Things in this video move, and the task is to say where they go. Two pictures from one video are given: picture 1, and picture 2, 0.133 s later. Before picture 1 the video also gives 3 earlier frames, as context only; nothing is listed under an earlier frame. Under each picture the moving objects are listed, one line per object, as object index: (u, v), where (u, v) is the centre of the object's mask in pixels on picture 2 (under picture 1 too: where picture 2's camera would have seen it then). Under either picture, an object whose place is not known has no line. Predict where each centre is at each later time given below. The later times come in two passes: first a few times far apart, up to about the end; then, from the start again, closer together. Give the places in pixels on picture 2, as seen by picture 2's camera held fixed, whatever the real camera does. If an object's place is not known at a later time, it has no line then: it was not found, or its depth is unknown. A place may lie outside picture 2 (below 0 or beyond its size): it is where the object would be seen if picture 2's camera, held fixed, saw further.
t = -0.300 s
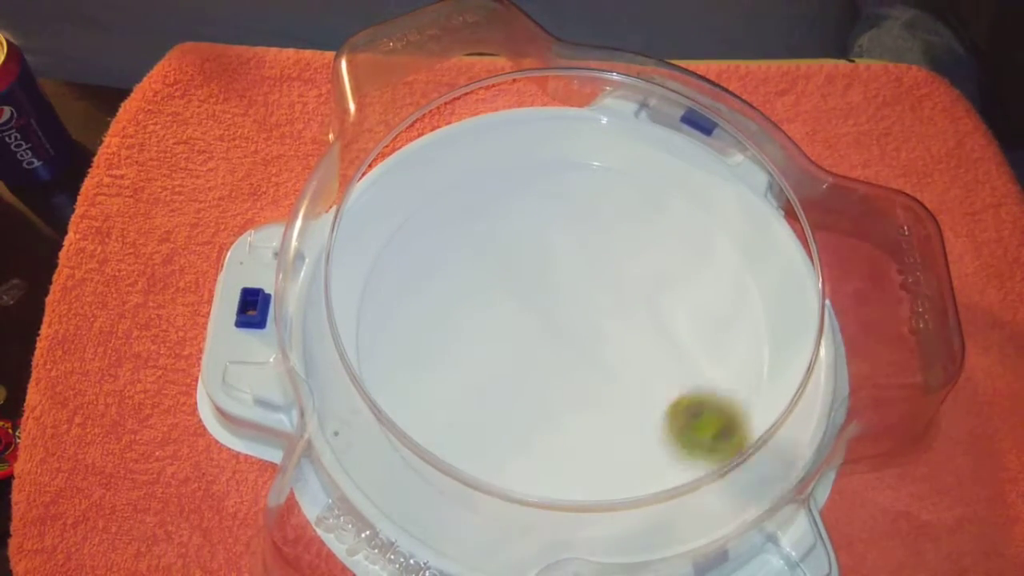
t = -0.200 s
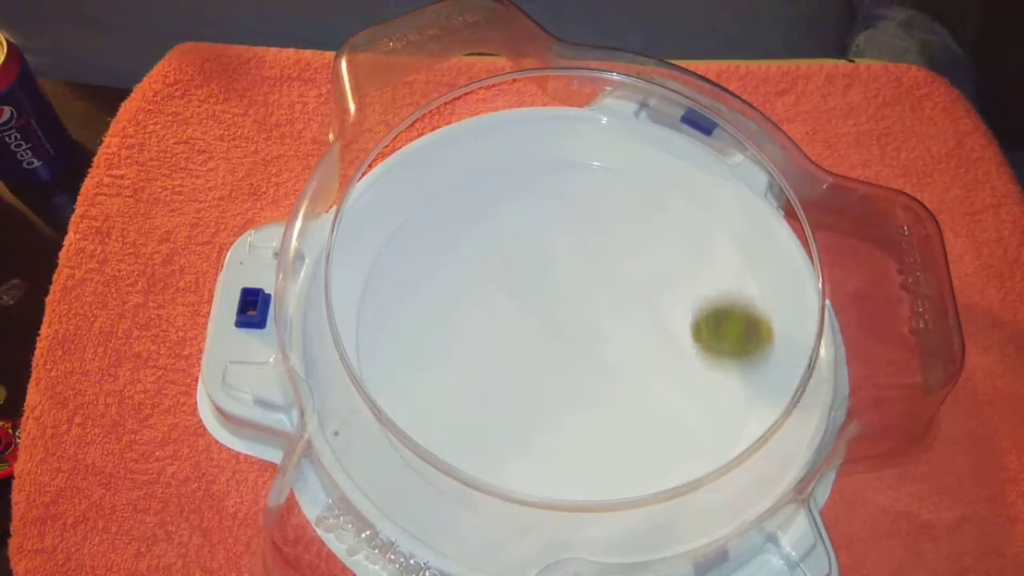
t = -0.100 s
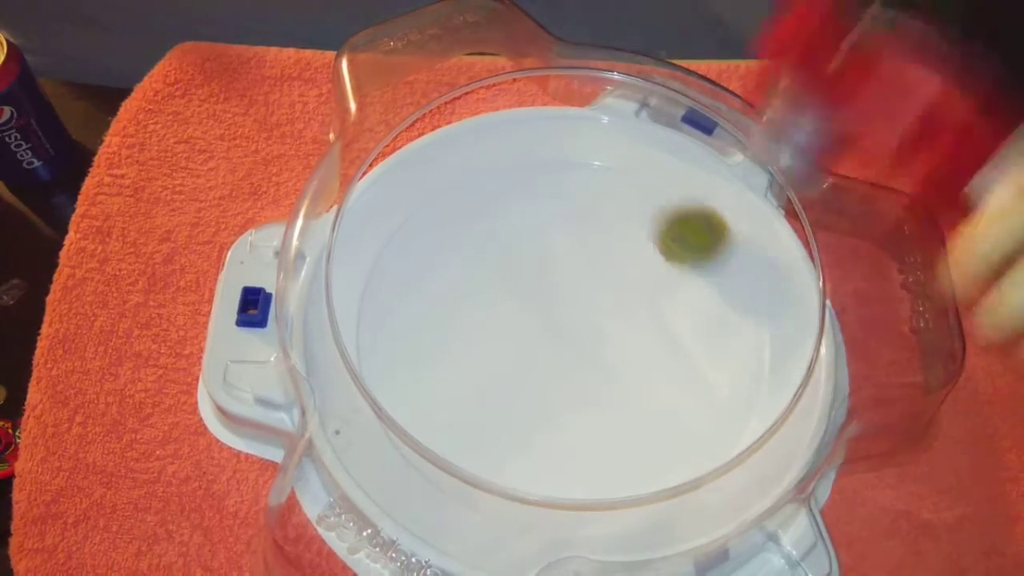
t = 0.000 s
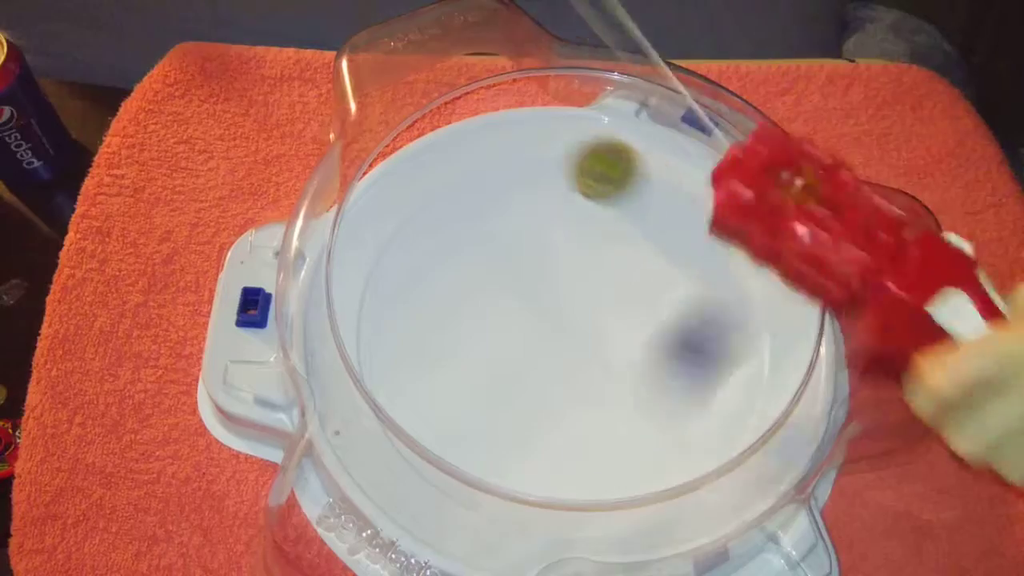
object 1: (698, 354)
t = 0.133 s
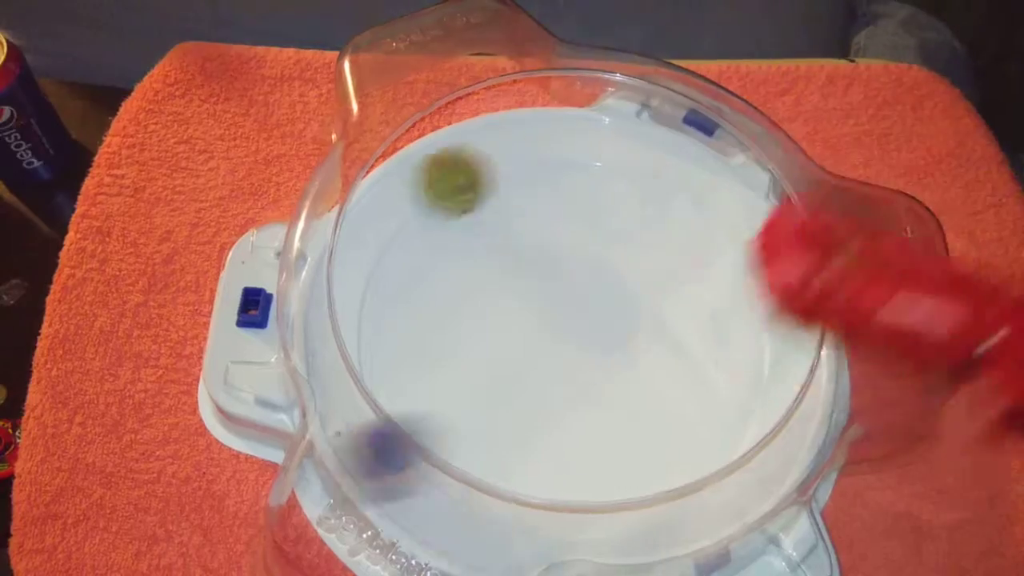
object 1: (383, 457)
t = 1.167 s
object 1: (569, 230)
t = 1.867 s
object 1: (599, 315)
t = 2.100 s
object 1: (610, 183)
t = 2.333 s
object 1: (504, 226)
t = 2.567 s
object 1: (463, 386)
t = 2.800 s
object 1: (579, 408)
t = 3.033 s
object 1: (634, 286)
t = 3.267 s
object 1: (533, 220)
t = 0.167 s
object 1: (345, 450)
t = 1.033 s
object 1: (584, 132)
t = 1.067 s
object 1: (583, 145)
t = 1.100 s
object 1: (580, 170)
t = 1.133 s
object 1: (575, 198)
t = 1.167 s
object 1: (569, 230)
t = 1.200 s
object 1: (562, 269)
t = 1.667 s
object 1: (531, 493)
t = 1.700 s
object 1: (546, 466)
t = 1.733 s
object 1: (561, 442)
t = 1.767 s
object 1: (573, 412)
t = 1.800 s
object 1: (585, 378)
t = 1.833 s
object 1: (591, 350)
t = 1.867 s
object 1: (599, 315)
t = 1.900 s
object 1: (604, 289)
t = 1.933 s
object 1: (609, 267)
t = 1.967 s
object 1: (613, 237)
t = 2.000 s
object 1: (616, 213)
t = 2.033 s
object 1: (616, 200)
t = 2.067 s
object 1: (615, 194)
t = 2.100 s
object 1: (610, 183)
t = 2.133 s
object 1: (602, 177)
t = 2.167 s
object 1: (591, 175)
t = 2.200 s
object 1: (578, 176)
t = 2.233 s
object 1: (563, 181)
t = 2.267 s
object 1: (544, 187)
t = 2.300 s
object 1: (524, 203)
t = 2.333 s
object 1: (504, 226)
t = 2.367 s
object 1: (493, 241)
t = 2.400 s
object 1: (480, 263)
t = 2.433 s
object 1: (468, 296)
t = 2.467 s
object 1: (462, 317)
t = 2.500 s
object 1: (458, 342)
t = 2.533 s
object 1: (458, 367)
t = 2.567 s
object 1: (463, 386)
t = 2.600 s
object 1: (471, 403)
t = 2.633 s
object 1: (485, 413)
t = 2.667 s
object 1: (501, 422)
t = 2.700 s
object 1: (518, 423)
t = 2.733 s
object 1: (536, 427)
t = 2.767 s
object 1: (558, 421)
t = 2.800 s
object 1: (579, 408)
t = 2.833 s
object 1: (598, 396)
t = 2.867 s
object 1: (611, 379)
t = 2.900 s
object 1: (623, 367)
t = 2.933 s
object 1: (631, 341)
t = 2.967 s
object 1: (637, 320)
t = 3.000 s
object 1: (640, 308)
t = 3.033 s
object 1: (634, 286)
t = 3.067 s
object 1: (626, 271)
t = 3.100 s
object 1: (616, 264)
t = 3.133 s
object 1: (603, 246)
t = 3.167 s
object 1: (588, 233)
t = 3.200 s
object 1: (570, 226)
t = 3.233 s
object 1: (553, 219)
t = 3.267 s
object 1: (533, 220)
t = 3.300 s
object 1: (513, 225)
